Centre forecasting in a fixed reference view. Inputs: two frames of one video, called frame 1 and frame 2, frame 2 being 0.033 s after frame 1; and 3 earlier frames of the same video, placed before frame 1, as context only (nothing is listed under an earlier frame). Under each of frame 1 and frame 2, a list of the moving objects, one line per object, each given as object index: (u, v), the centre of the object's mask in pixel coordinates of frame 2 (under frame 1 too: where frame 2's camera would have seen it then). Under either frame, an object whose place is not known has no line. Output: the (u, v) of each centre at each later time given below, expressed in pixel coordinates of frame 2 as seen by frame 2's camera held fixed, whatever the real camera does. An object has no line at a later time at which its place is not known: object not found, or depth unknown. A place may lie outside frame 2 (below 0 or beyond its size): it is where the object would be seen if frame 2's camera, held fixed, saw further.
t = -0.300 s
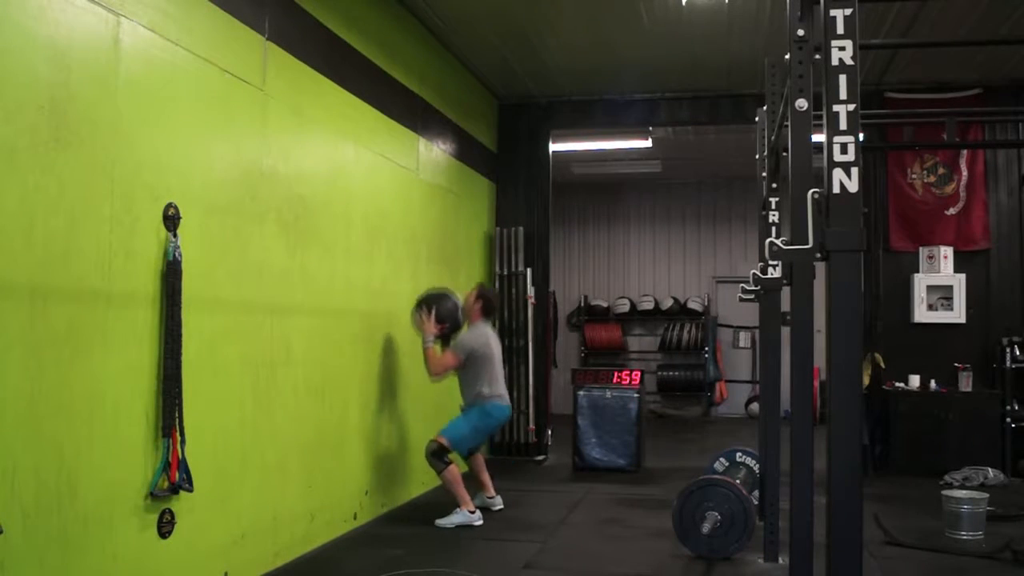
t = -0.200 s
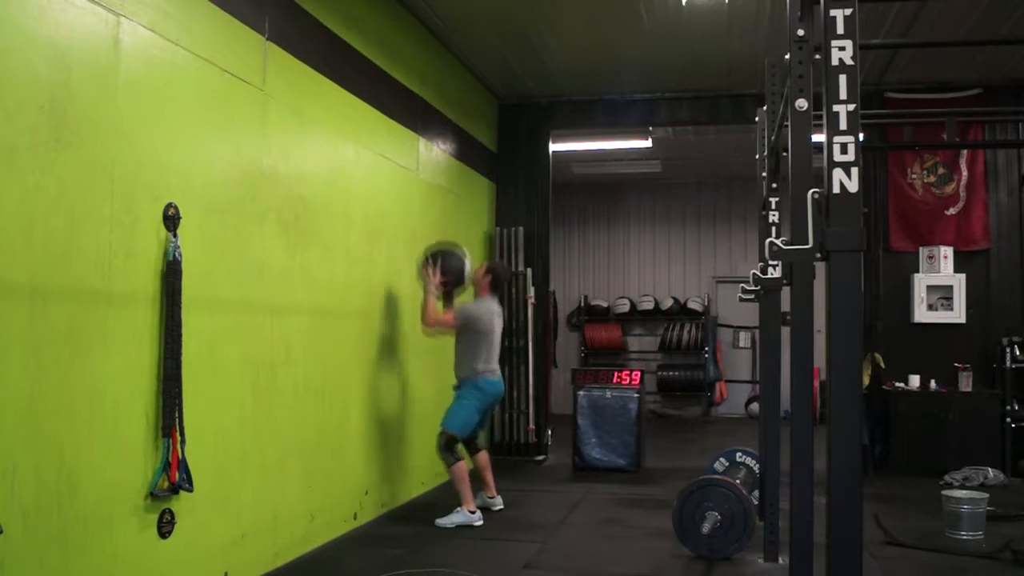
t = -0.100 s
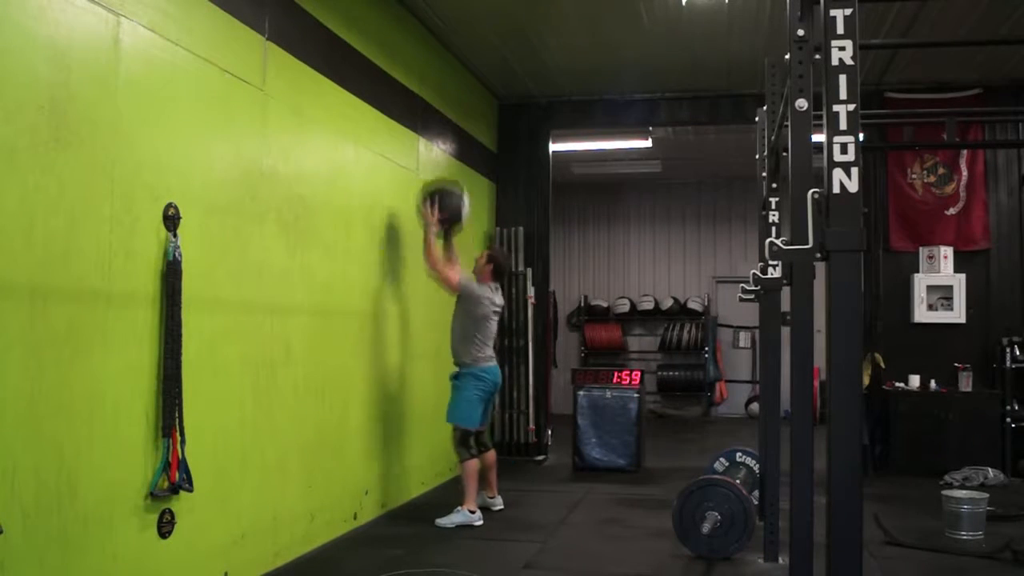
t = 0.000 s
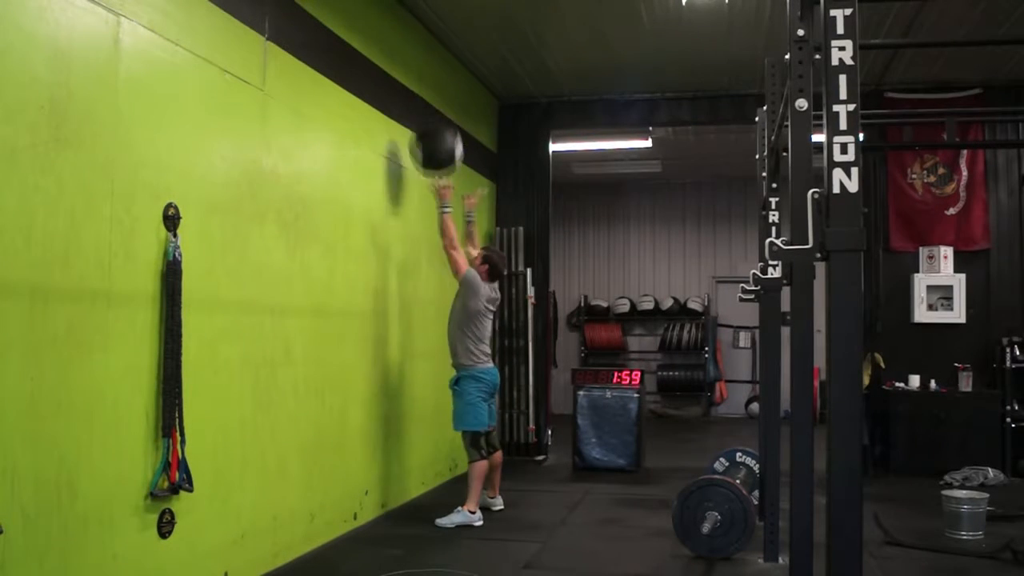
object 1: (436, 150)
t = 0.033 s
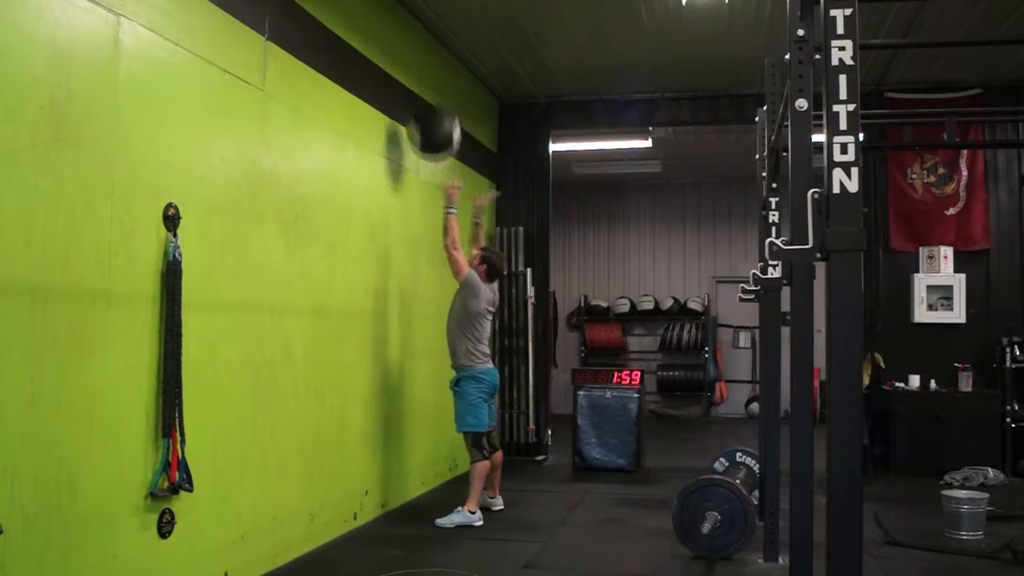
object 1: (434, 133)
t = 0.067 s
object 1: (432, 118)
